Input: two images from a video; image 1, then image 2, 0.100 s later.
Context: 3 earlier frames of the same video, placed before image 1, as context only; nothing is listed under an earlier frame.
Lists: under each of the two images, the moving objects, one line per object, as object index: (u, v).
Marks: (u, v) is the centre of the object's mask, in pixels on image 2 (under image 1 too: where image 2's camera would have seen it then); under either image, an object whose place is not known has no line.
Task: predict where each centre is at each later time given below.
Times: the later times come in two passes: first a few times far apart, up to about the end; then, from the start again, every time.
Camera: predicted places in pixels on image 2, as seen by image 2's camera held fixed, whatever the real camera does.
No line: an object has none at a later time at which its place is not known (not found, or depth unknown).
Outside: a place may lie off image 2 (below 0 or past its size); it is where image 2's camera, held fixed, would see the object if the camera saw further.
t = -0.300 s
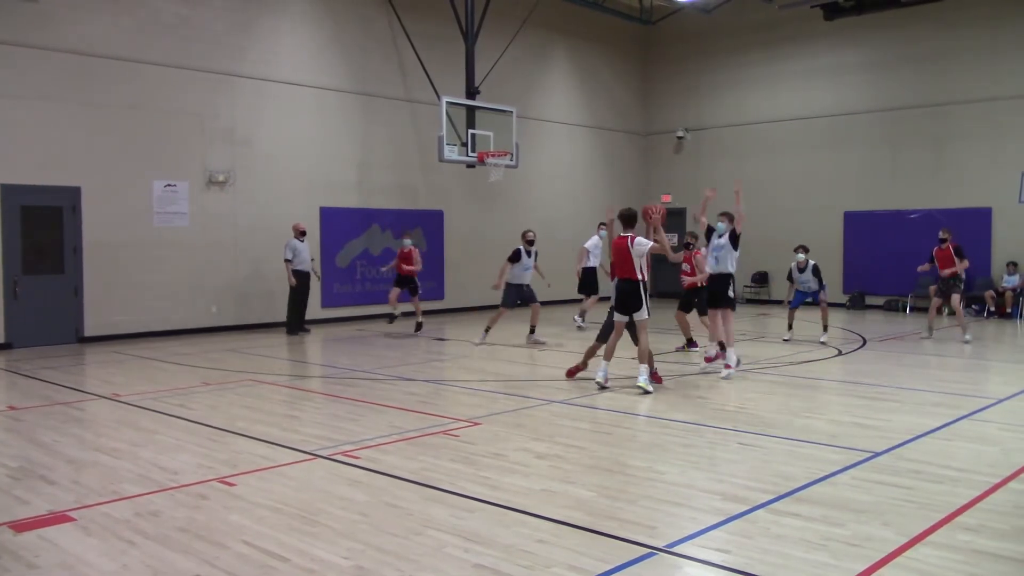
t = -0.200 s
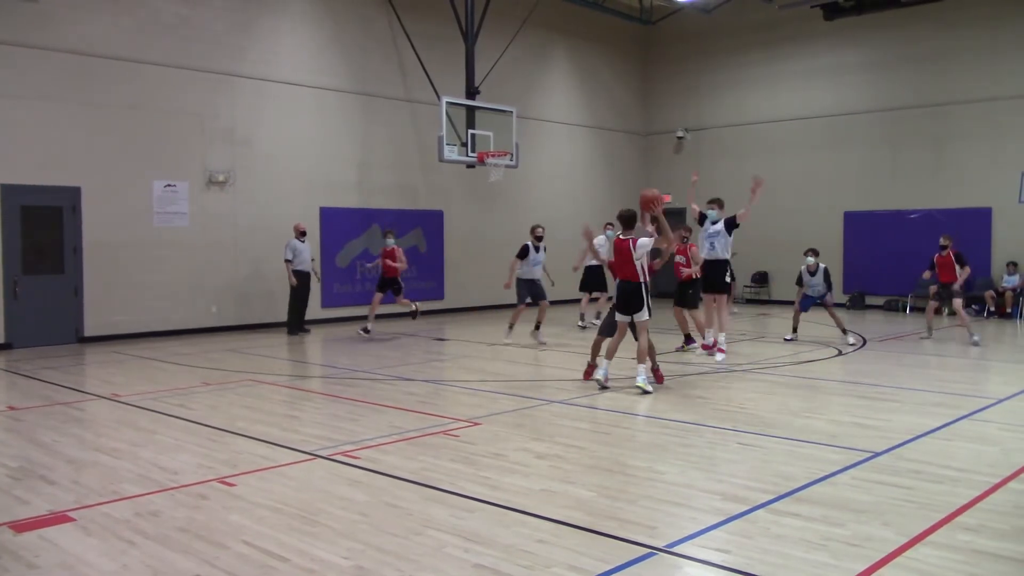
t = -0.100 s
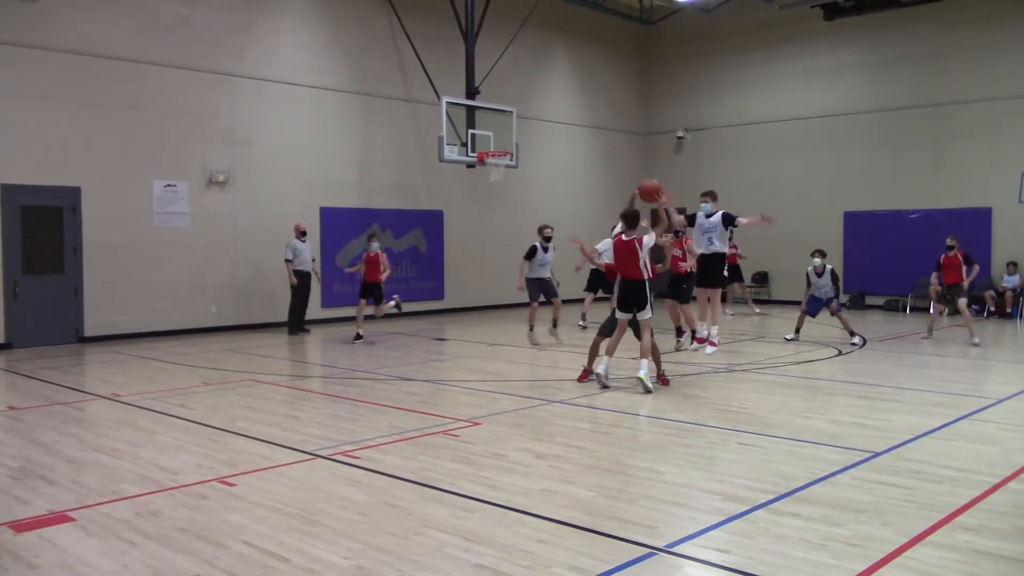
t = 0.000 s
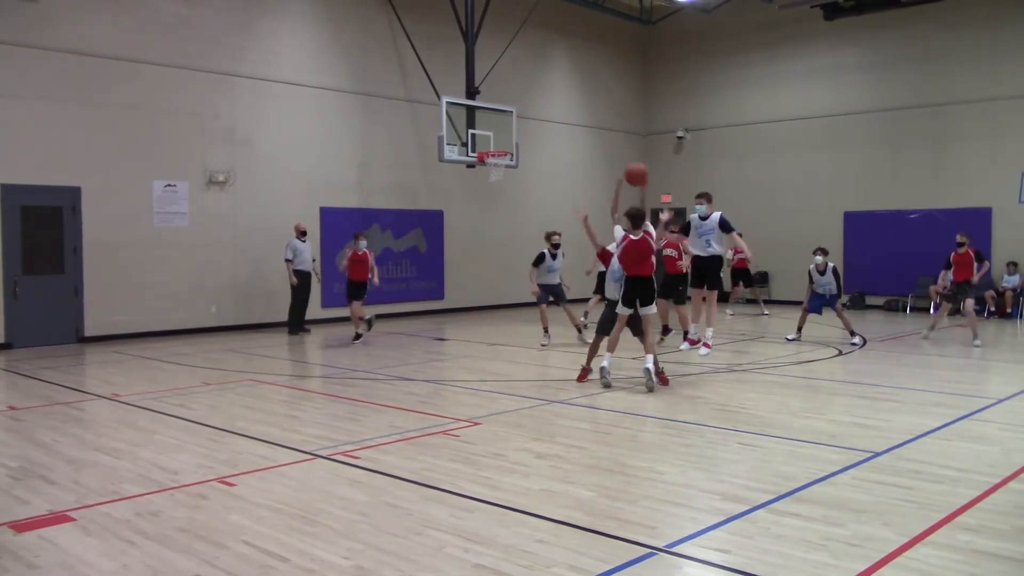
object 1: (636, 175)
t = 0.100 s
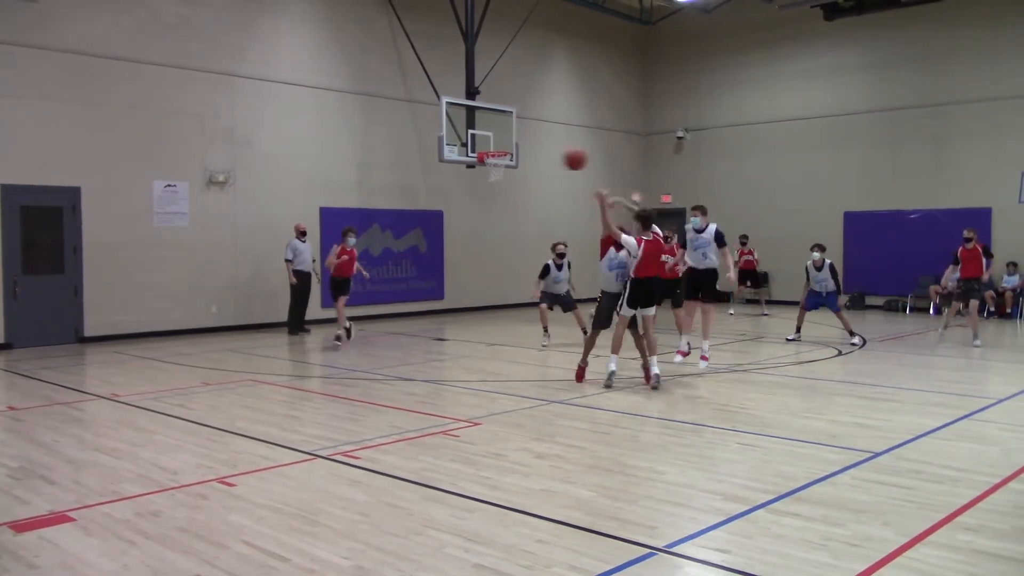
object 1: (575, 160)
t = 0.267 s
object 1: (469, 160)
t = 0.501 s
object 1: (343, 196)
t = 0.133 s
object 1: (552, 157)
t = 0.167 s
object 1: (531, 156)
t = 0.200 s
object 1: (511, 156)
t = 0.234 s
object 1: (488, 157)
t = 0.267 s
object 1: (469, 160)
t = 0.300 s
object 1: (450, 162)
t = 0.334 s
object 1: (431, 166)
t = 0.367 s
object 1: (413, 170)
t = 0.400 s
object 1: (395, 175)
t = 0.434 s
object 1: (377, 182)
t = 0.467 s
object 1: (360, 189)
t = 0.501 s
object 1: (343, 196)
